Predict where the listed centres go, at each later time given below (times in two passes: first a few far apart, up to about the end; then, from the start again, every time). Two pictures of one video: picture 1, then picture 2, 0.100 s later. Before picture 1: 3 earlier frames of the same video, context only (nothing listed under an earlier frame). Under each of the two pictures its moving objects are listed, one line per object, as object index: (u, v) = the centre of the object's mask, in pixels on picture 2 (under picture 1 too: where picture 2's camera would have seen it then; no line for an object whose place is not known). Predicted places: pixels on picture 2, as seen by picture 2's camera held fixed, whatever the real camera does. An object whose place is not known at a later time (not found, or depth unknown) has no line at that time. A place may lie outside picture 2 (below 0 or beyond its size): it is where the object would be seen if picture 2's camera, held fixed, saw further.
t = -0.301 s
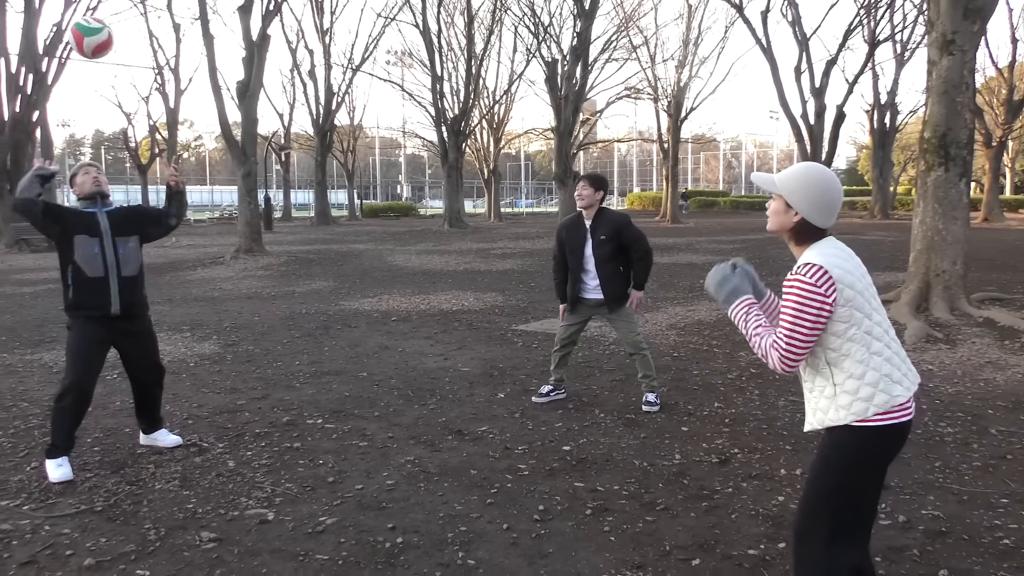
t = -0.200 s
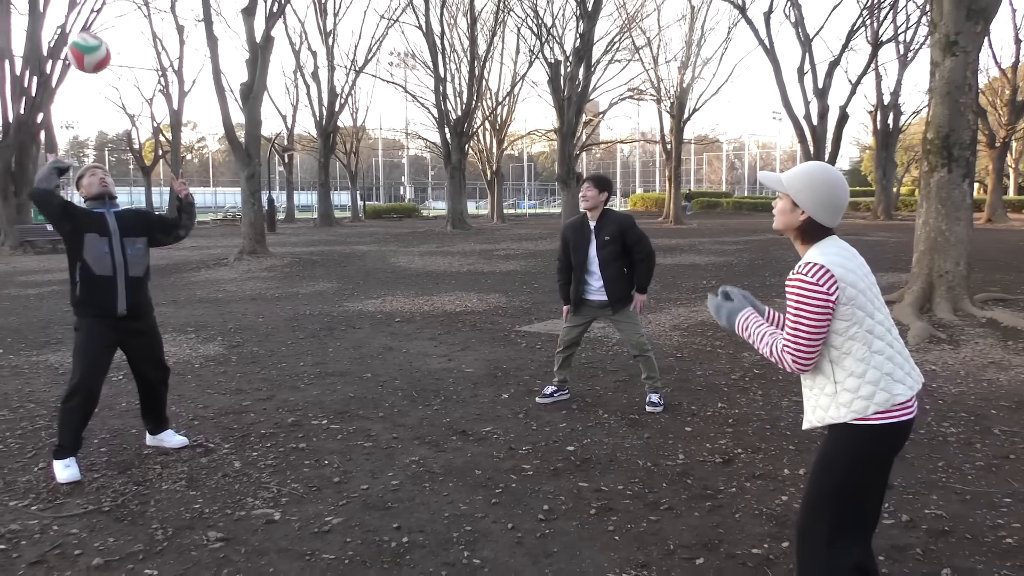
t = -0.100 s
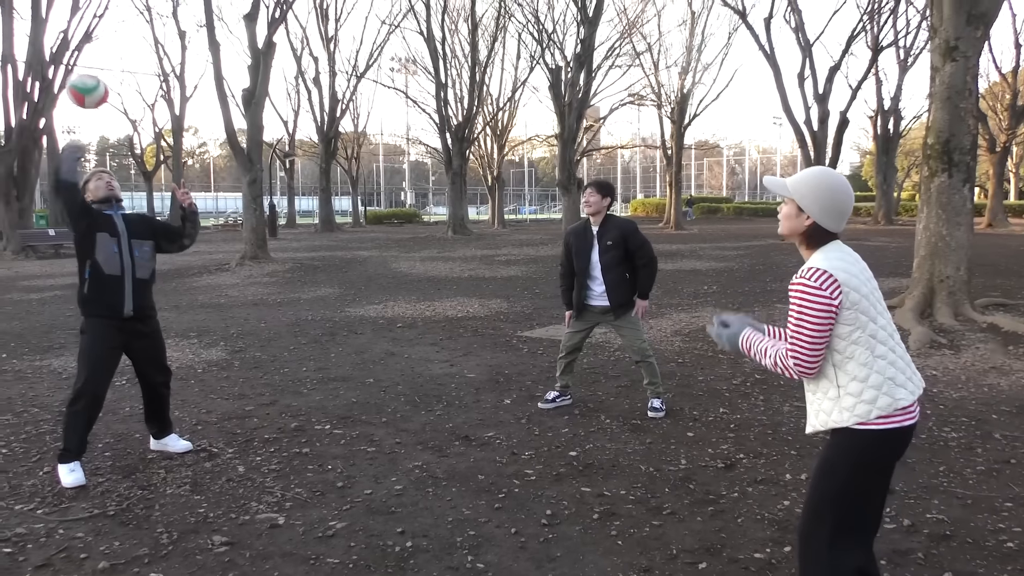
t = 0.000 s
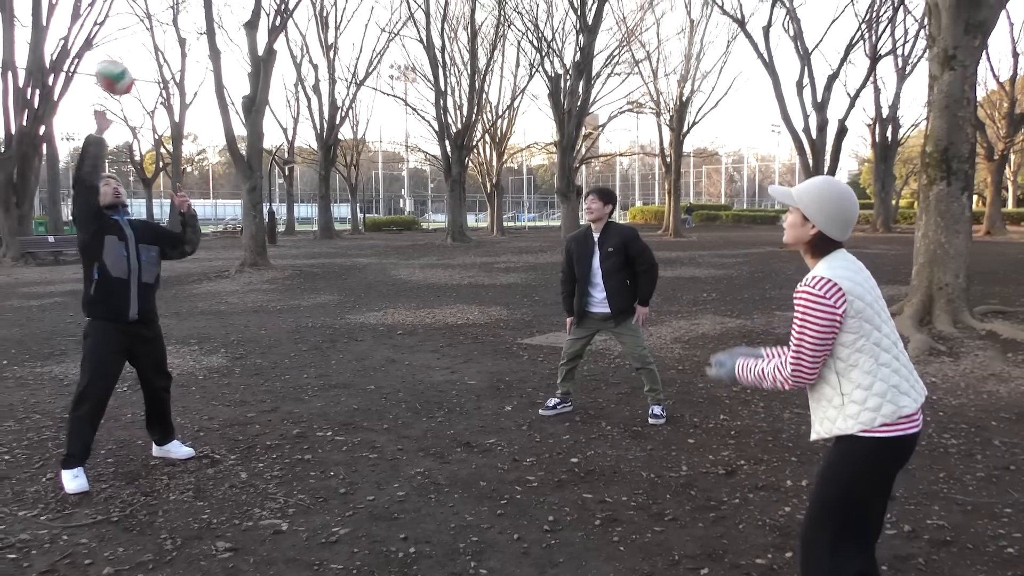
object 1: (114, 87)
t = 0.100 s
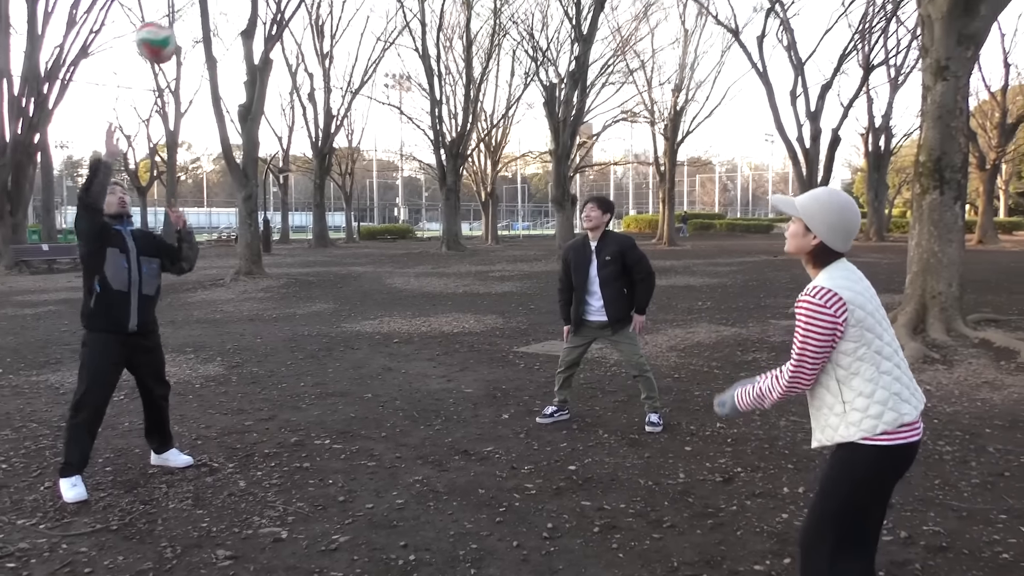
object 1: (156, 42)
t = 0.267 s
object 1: (240, 14)
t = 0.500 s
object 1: (381, 73)
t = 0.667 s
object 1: (496, 202)
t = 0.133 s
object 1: (171, 32)
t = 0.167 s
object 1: (188, 24)
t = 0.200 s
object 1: (205, 17)
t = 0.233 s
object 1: (220, 15)
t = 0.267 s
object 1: (240, 14)
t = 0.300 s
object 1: (260, 15)
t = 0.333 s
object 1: (277, 17)
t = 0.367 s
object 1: (296, 23)
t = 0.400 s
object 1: (317, 31)
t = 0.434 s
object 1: (336, 42)
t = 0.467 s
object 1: (361, 56)
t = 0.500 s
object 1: (381, 73)
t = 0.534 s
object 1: (405, 92)
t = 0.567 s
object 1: (430, 115)
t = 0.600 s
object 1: (452, 140)
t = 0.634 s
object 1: (472, 169)
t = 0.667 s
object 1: (496, 202)
